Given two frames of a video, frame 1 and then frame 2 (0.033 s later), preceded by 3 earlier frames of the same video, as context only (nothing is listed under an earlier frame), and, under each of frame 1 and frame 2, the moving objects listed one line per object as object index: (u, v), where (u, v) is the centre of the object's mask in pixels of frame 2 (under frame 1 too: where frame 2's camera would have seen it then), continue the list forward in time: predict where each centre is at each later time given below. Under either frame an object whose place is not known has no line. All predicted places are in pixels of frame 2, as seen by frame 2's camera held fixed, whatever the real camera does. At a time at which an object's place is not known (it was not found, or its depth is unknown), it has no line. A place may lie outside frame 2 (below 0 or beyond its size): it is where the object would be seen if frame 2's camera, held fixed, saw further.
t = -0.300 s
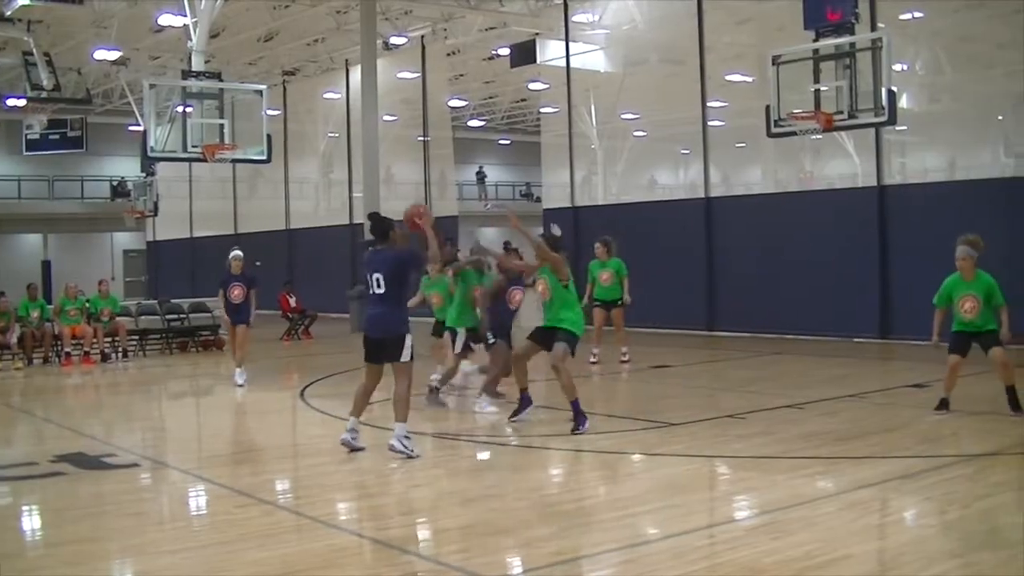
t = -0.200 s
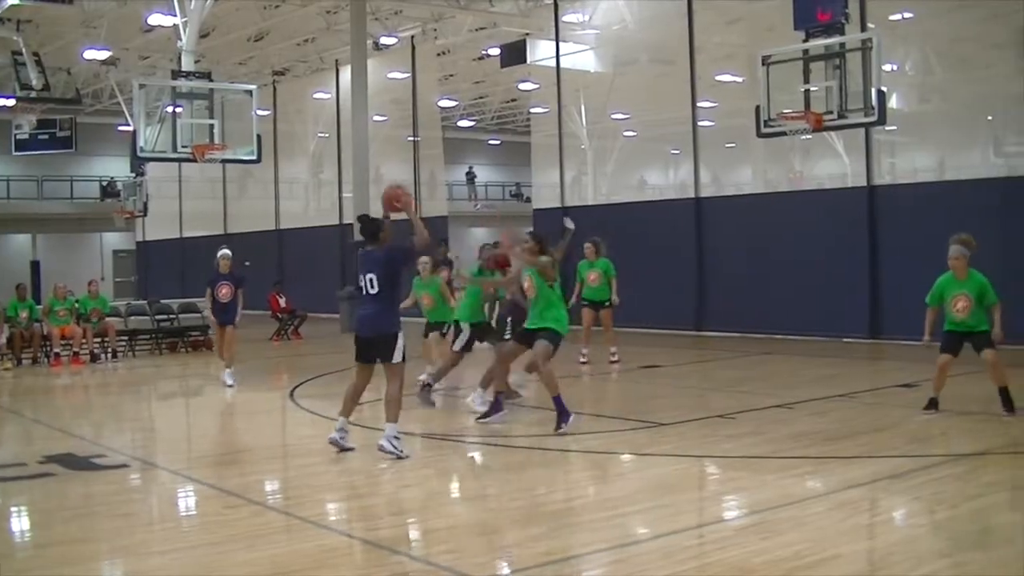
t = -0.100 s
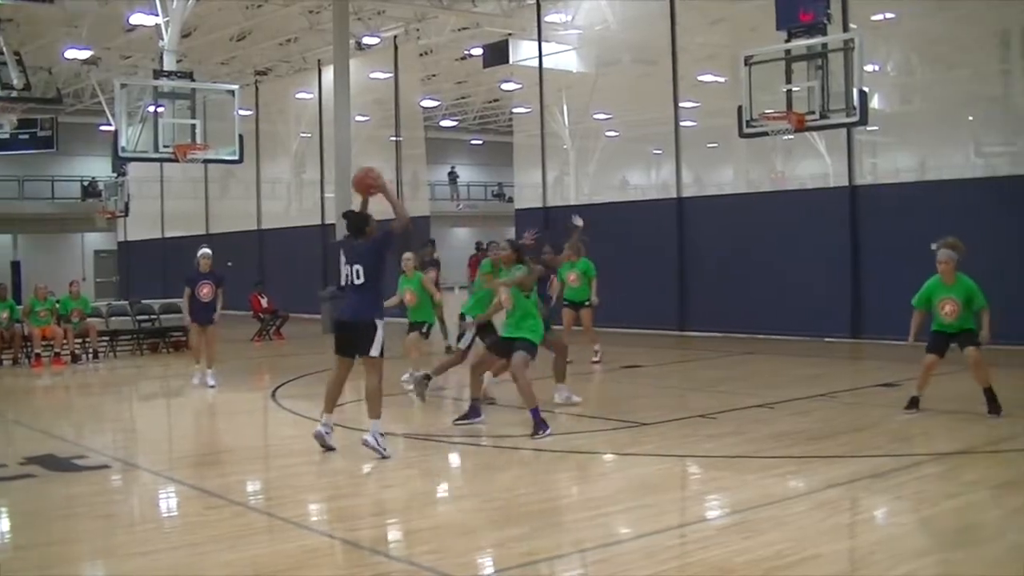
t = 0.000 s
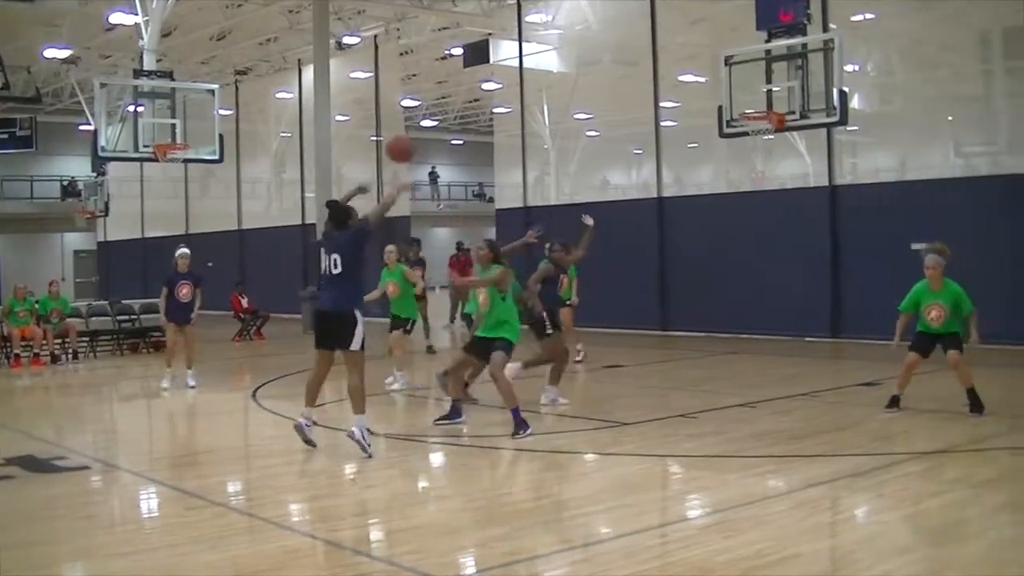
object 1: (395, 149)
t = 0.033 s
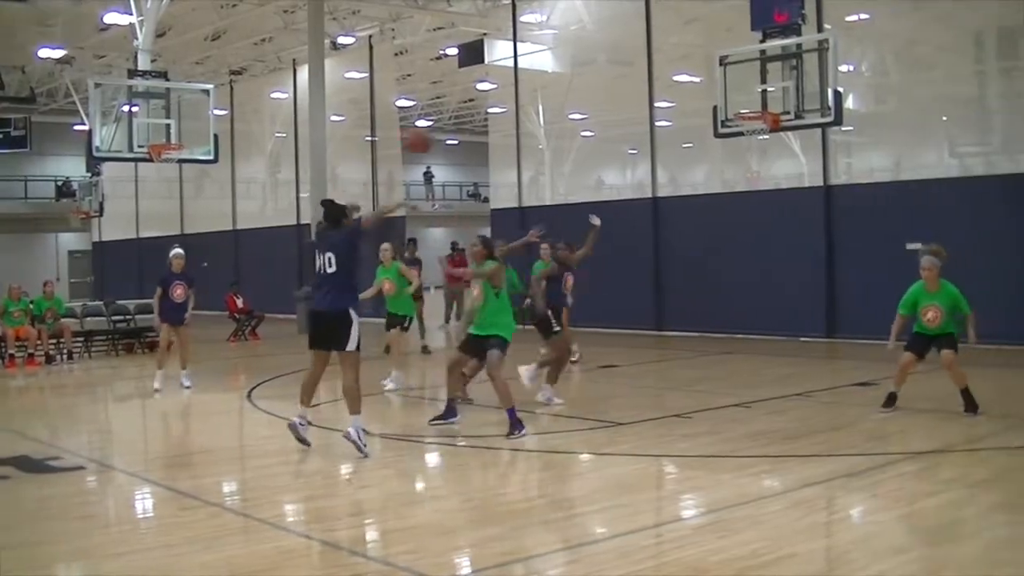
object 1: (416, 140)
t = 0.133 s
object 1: (479, 128)
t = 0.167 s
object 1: (497, 126)
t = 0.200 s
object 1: (516, 125)
